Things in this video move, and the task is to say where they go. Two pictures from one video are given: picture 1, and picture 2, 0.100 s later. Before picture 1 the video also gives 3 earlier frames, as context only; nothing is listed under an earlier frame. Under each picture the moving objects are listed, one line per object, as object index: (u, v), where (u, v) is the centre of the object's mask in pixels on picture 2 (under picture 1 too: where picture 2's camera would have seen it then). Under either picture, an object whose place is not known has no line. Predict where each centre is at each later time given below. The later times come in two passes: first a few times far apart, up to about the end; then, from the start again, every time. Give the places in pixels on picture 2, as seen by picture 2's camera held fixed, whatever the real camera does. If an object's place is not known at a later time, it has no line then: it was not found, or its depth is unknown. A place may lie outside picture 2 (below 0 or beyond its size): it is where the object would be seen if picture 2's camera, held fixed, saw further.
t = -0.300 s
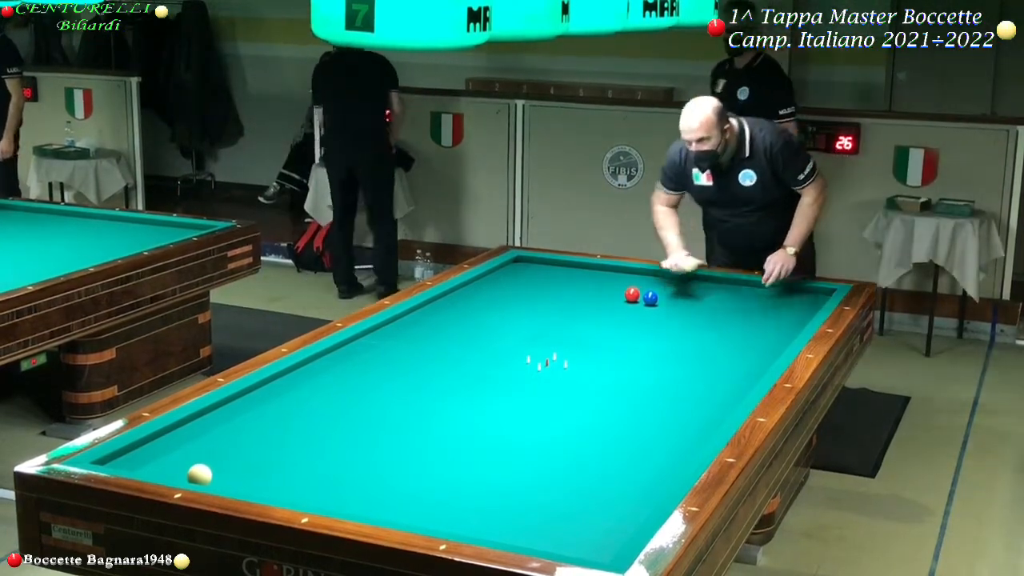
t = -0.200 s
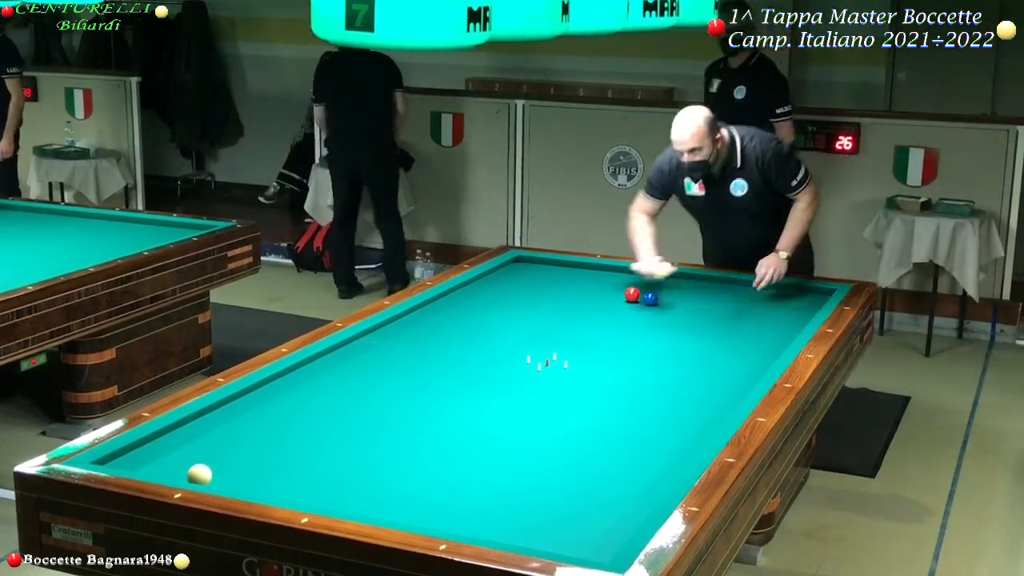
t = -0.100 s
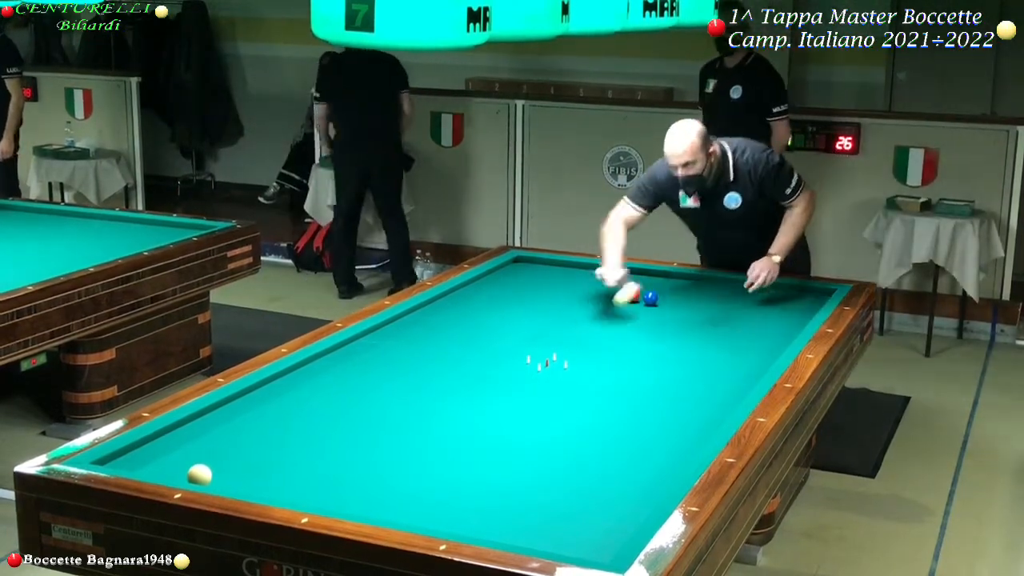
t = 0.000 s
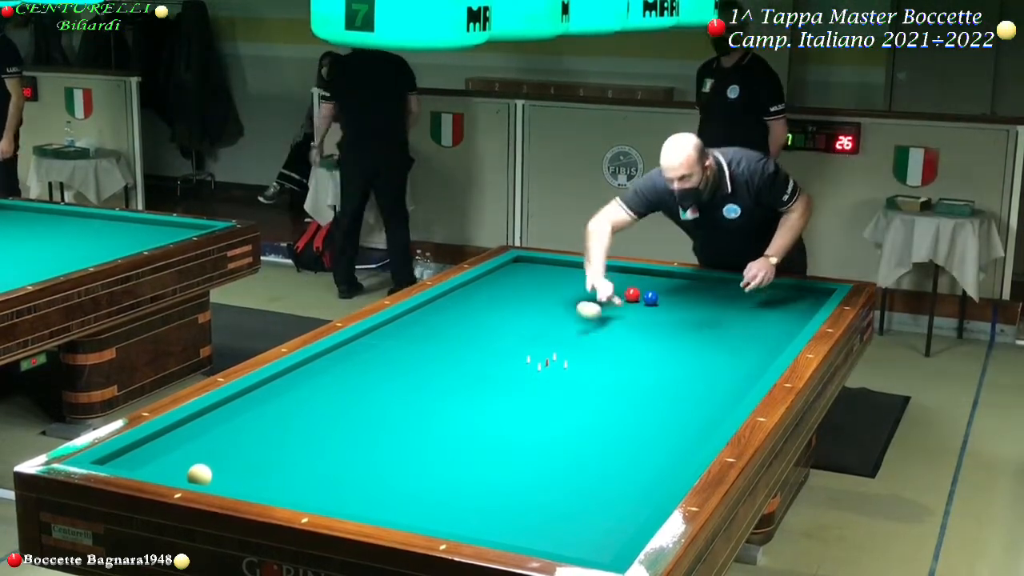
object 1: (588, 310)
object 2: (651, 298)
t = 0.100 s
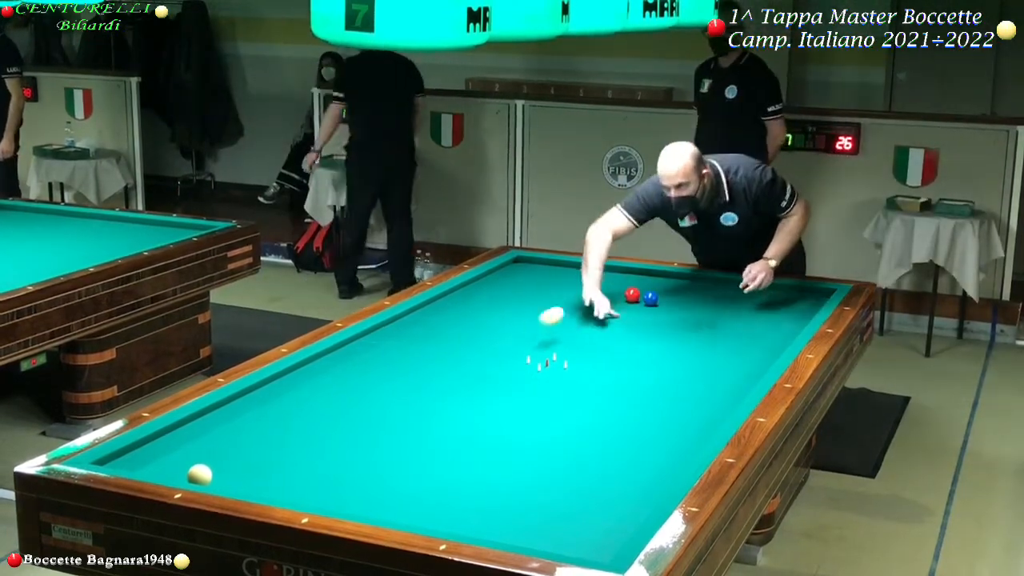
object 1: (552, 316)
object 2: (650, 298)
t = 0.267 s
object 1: (486, 342)
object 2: (651, 298)
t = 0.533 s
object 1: (372, 387)
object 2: (650, 298)
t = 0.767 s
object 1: (268, 423)
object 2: (650, 298)
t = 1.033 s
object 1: (133, 463)
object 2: (650, 298)
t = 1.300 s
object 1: (182, 429)
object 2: (650, 298)
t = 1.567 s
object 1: (244, 408)
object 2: (650, 298)
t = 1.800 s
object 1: (287, 392)
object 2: (650, 298)
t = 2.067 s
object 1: (331, 377)
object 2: (650, 298)
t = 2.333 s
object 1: (372, 362)
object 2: (650, 298)
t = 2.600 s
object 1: (409, 349)
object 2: (650, 298)
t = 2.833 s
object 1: (438, 339)
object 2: (650, 298)
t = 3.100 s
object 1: (469, 328)
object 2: (650, 298)
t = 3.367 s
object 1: (498, 318)
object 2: (650, 298)
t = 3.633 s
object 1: (525, 309)
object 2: (650, 298)
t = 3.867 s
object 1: (547, 301)
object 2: (650, 298)
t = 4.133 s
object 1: (570, 293)
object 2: (650, 298)
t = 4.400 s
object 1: (592, 285)
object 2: (650, 298)
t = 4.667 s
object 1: (613, 278)
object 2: (650, 298)
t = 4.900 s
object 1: (629, 273)
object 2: (650, 298)
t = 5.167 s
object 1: (638, 274)
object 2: (650, 298)
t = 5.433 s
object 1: (642, 278)
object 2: (650, 298)
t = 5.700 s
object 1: (646, 283)
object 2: (650, 299)
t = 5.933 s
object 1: (650, 286)
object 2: (650, 298)
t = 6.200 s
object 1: (655, 290)
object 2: (650, 299)
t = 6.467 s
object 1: (661, 296)
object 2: (648, 300)
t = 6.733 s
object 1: (667, 298)
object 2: (646, 302)
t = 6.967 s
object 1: (673, 300)
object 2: (643, 304)
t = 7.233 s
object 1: (680, 302)
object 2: (640, 306)
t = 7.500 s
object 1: (686, 304)
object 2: (637, 308)
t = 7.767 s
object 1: (692, 306)
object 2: (634, 310)
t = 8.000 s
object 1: (697, 307)
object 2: (632, 311)
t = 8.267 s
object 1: (702, 309)
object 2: (630, 313)
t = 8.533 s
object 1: (707, 311)
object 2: (628, 314)
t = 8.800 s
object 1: (711, 312)
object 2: (626, 316)
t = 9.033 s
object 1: (714, 313)
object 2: (624, 317)
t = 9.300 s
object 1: (718, 313)
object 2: (622, 318)
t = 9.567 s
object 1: (721, 314)
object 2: (621, 319)
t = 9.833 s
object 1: (723, 315)
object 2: (620, 319)
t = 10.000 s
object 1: (725, 315)
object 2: (619, 319)
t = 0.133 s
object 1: (538, 324)
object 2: (651, 298)
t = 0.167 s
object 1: (525, 336)
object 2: (650, 298)
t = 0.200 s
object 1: (512, 342)
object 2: (650, 298)
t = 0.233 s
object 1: (498, 341)
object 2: (651, 298)
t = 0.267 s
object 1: (486, 342)
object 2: (651, 298)
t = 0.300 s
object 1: (472, 348)
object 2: (651, 298)
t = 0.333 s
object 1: (458, 357)
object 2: (651, 298)
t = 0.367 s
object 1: (445, 365)
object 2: (651, 298)
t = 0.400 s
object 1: (430, 366)
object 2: (650, 298)
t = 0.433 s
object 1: (416, 370)
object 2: (650, 298)
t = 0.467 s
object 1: (402, 377)
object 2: (650, 298)
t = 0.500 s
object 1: (387, 383)
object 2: (651, 298)
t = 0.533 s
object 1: (372, 387)
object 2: (650, 298)
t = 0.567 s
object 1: (358, 393)
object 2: (650, 298)
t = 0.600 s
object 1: (343, 398)
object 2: (650, 298)
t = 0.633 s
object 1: (328, 403)
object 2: (650, 298)
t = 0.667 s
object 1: (314, 407)
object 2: (650, 298)
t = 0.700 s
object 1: (299, 412)
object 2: (650, 298)
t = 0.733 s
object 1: (283, 418)
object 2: (650, 298)
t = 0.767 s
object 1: (268, 423)
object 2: (650, 298)
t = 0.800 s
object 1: (252, 428)
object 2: (650, 298)
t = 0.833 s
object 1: (235, 433)
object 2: (650, 298)
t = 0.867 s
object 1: (221, 437)
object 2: (650, 298)
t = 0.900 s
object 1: (203, 443)
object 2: (650, 298)
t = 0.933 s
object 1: (186, 448)
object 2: (650, 298)
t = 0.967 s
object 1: (169, 454)
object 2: (650, 298)
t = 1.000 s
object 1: (150, 460)
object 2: (650, 298)
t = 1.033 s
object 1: (133, 463)
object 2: (650, 298)
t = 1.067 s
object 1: (129, 462)
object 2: (650, 298)
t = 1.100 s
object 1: (136, 458)
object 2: (650, 298)
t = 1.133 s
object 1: (142, 452)
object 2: (650, 298)
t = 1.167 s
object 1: (149, 447)
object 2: (650, 298)
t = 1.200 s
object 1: (155, 441)
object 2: (650, 298)
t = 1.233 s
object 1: (162, 436)
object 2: (650, 298)
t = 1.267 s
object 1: (171, 432)
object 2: (650, 298)
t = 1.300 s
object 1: (182, 429)
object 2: (650, 298)
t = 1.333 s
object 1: (191, 426)
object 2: (650, 298)
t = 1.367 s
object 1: (200, 423)
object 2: (650, 298)
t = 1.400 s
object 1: (210, 420)
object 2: (650, 298)
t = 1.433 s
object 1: (217, 417)
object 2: (650, 298)
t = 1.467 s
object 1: (224, 415)
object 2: (650, 298)
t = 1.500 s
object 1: (231, 412)
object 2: (650, 298)
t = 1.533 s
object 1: (238, 410)
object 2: (650, 298)
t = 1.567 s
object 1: (244, 408)
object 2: (650, 298)
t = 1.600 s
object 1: (251, 405)
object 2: (650, 298)
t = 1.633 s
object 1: (257, 403)
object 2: (650, 298)
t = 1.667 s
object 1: (263, 401)
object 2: (650, 298)
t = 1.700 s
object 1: (269, 399)
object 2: (650, 298)
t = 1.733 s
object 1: (275, 397)
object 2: (650, 298)
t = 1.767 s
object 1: (281, 395)
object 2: (650, 298)
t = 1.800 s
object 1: (287, 392)
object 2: (650, 298)
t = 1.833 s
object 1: (293, 390)
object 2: (650, 298)
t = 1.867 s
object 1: (299, 388)
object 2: (650, 298)
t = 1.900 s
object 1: (304, 386)
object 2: (650, 298)
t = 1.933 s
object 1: (310, 384)
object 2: (650, 298)
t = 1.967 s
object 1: (315, 382)
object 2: (650, 298)
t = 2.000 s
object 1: (321, 380)
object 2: (650, 298)
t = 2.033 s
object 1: (326, 378)
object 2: (650, 298)
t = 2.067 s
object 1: (331, 377)
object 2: (650, 298)
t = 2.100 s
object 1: (337, 375)
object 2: (650, 298)
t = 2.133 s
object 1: (342, 373)
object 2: (650, 298)
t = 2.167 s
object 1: (347, 371)
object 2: (650, 298)
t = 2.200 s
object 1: (352, 369)
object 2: (650, 298)
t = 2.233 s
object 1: (357, 367)
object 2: (650, 298)
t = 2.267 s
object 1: (362, 365)
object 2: (650, 298)
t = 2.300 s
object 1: (367, 364)
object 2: (650, 298)
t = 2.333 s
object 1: (372, 362)
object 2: (650, 298)
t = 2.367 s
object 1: (376, 360)
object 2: (650, 298)
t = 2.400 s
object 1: (381, 359)
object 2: (650, 298)
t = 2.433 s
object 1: (386, 357)
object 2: (650, 298)
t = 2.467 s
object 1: (391, 355)
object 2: (650, 298)
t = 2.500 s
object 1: (395, 354)
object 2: (650, 298)
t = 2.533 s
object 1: (400, 352)
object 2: (650, 298)
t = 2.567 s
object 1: (404, 351)
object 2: (650, 298)
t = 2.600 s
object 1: (409, 349)
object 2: (650, 298)
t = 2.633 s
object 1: (413, 348)
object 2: (650, 298)
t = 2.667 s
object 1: (417, 346)
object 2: (650, 298)
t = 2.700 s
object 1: (422, 344)
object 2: (650, 298)
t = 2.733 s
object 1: (426, 343)
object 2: (650, 298)
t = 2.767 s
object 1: (430, 342)
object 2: (650, 298)
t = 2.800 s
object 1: (434, 340)
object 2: (650, 298)
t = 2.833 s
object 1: (438, 339)
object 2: (650, 298)
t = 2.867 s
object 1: (442, 337)
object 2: (650, 298)
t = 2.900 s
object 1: (446, 336)
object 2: (650, 298)
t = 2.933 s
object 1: (450, 335)
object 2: (650, 298)
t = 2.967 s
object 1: (454, 333)
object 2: (650, 298)
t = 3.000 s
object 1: (458, 332)
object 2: (650, 298)
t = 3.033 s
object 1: (462, 330)
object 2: (650, 298)
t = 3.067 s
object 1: (465, 329)
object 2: (650, 298)
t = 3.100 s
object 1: (469, 328)
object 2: (650, 298)
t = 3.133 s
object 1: (473, 327)
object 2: (650, 298)
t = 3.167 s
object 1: (477, 325)
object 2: (650, 298)
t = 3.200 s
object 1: (480, 324)
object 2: (650, 298)
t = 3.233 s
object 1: (484, 323)
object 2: (650, 298)
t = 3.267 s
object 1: (488, 321)
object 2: (650, 298)
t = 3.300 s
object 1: (491, 320)
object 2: (650, 298)
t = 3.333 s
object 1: (495, 319)
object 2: (650, 298)
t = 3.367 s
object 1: (498, 318)
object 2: (650, 298)
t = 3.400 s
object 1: (502, 317)
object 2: (650, 298)
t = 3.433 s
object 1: (505, 315)
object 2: (650, 298)
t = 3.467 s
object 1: (509, 314)
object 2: (650, 298)
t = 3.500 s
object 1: (512, 313)
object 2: (650, 298)
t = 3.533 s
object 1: (516, 312)
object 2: (650, 298)
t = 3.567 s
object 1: (519, 311)
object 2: (650, 298)
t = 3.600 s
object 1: (522, 309)
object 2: (650, 298)
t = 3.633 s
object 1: (525, 309)
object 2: (650, 298)
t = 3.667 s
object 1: (529, 307)
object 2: (650, 298)
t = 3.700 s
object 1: (532, 306)
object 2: (650, 298)
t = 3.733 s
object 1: (535, 305)
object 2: (650, 298)
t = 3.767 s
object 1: (538, 304)
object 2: (650, 298)
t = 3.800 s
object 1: (541, 303)
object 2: (650, 298)
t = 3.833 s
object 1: (545, 302)
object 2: (650, 298)
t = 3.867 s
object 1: (547, 301)
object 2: (650, 298)
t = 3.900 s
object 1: (550, 300)
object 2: (650, 298)
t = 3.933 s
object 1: (553, 299)
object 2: (650, 298)
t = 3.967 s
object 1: (556, 298)
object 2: (650, 298)
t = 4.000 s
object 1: (559, 297)
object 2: (650, 298)
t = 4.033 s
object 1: (562, 296)
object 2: (650, 298)
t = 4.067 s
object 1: (565, 294)
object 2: (650, 298)
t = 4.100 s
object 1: (568, 294)
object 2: (650, 298)
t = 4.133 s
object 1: (570, 293)
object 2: (650, 298)
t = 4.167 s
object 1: (573, 292)
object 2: (650, 298)
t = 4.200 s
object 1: (576, 291)
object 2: (650, 298)
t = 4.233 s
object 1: (579, 290)
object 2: (650, 298)
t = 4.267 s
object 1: (581, 289)
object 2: (650, 298)
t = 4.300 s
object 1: (584, 288)
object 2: (650, 298)
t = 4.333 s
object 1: (587, 287)
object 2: (650, 298)
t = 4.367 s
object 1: (589, 286)
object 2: (650, 298)
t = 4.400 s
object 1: (592, 285)
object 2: (650, 298)
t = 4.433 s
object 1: (595, 284)
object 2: (650, 298)
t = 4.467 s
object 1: (597, 283)
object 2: (650, 298)
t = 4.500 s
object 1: (600, 283)
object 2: (650, 298)
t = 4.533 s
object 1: (603, 282)
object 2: (650, 298)
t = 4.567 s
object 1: (605, 281)
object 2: (650, 298)
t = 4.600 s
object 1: (608, 280)
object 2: (650, 298)
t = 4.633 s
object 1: (610, 279)
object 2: (650, 298)
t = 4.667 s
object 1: (613, 278)
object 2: (650, 298)
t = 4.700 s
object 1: (615, 277)
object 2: (650, 298)
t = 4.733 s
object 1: (618, 276)
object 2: (650, 298)
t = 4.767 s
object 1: (620, 276)
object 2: (650, 298)
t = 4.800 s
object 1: (623, 275)
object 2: (650, 298)
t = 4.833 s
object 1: (625, 274)
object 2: (650, 298)
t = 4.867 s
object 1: (627, 273)
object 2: (650, 298)
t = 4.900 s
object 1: (629, 273)
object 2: (650, 298)
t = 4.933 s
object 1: (632, 272)
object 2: (650, 298)
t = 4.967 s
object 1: (634, 271)
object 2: (650, 298)
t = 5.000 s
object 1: (637, 270)
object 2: (650, 298)
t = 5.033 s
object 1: (637, 270)
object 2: (650, 298)
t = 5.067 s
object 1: (637, 271)
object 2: (650, 298)
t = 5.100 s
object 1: (637, 272)
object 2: (650, 298)
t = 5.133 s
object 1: (638, 273)
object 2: (650, 298)
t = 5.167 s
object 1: (638, 274)
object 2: (650, 298)
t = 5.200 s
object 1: (638, 274)
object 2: (650, 298)
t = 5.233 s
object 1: (639, 275)
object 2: (650, 298)
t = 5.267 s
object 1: (640, 275)
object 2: (650, 298)
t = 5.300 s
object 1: (640, 276)
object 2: (650, 298)
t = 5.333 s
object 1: (641, 277)
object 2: (650, 298)
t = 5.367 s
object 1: (641, 277)
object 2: (650, 298)
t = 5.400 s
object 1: (642, 278)
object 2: (650, 298)
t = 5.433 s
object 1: (642, 278)
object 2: (650, 298)
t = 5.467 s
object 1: (643, 279)
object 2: (650, 298)
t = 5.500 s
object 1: (643, 280)
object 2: (650, 298)
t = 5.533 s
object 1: (644, 280)
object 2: (650, 298)
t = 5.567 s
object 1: (644, 281)
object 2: (650, 298)
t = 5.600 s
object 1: (645, 282)
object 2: (650, 298)
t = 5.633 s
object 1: (645, 282)
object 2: (650, 298)
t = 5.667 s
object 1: (646, 283)
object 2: (650, 298)
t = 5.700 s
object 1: (646, 283)
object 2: (650, 299)
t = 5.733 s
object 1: (647, 284)
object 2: (650, 299)
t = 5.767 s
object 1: (647, 284)
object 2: (650, 298)
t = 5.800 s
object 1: (647, 285)
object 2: (650, 298)
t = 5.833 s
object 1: (648, 285)
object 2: (650, 298)
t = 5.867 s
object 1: (649, 285)
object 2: (650, 299)
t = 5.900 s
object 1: (649, 286)
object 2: (650, 299)
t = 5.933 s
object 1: (650, 286)
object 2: (650, 298)
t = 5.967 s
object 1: (650, 287)
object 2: (650, 298)
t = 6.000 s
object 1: (651, 287)
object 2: (650, 299)
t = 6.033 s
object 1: (651, 287)
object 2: (650, 299)
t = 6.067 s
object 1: (652, 288)
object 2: (650, 299)
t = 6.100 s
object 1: (653, 288)
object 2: (650, 299)
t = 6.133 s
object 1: (653, 289)
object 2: (650, 298)
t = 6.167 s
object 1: (654, 289)
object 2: (650, 299)
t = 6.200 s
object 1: (655, 290)
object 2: (650, 299)
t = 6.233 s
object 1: (656, 291)
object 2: (650, 299)
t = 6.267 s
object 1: (657, 291)
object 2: (650, 299)
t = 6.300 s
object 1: (657, 292)
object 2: (650, 299)
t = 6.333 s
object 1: (658, 293)
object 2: (650, 299)
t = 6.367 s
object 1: (659, 294)
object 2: (650, 299)
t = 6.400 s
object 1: (660, 294)
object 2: (649, 299)
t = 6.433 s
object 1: (660, 295)
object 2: (649, 299)
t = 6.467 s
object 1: (661, 296)
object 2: (648, 300)
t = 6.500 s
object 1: (661, 296)
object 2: (648, 300)
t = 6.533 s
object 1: (662, 296)
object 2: (647, 300)
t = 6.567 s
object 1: (663, 297)
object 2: (647, 300)
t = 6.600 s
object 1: (664, 297)
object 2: (647, 301)
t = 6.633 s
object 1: (665, 297)
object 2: (646, 301)
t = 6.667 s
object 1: (666, 297)
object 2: (646, 301)
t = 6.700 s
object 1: (666, 298)
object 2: (646, 302)
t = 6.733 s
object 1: (667, 298)
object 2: (646, 302)
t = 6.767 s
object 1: (668, 298)
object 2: (645, 302)
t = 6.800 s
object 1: (669, 299)
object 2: (645, 303)
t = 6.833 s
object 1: (670, 299)
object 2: (644, 303)
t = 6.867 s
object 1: (671, 299)
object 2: (644, 304)
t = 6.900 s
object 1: (672, 300)
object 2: (643, 304)
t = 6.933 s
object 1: (672, 300)
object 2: (643, 304)
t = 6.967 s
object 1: (673, 300)
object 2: (643, 304)
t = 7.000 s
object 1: (674, 300)
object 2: (643, 304)
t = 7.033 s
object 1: (675, 301)
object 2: (642, 305)
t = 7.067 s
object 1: (676, 301)
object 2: (642, 305)
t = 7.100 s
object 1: (677, 301)
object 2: (641, 305)
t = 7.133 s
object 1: (677, 302)
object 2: (641, 306)
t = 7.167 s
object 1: (678, 302)
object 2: (641, 306)
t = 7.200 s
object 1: (679, 302)
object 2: (640, 306)
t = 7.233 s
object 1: (680, 302)
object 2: (640, 306)
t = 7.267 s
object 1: (681, 302)
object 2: (640, 306)
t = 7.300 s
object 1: (682, 303)
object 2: (639, 307)
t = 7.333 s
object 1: (682, 303)
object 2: (639, 307)
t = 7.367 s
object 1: (683, 303)
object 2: (639, 307)
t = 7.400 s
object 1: (684, 303)
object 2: (638, 307)
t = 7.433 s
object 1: (685, 304)
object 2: (638, 308)
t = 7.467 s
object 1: (686, 304)
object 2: (638, 308)
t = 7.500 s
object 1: (686, 304)
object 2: (637, 308)
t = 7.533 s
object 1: (687, 304)
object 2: (637, 308)
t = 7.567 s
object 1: (688, 304)
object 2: (636, 309)
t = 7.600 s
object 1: (689, 305)
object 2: (636, 309)
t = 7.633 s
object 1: (689, 305)
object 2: (636, 309)
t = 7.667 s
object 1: (690, 305)
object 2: (636, 309)
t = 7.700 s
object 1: (691, 305)
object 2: (635, 309)
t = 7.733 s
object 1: (692, 306)
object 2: (635, 310)
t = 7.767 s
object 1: (692, 306)
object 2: (634, 310)
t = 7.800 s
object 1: (693, 306)
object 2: (634, 310)
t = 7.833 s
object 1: (694, 306)
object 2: (634, 310)
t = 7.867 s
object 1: (694, 307)
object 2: (634, 310)
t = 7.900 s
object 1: (695, 307)
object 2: (633, 311)
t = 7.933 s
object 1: (696, 307)
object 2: (633, 311)
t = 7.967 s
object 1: (696, 307)
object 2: (633, 311)
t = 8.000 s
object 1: (697, 307)
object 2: (632, 311)
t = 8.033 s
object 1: (698, 308)
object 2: (632, 311)
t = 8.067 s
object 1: (698, 308)
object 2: (632, 311)
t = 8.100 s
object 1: (699, 308)
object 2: (631, 312)
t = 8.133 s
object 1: (700, 308)
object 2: (631, 313)
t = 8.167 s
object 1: (700, 308)
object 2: (631, 312)
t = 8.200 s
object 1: (701, 308)
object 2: (631, 312)
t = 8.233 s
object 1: (702, 309)
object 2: (630, 313)
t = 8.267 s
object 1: (702, 309)
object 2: (630, 313)
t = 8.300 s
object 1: (703, 309)
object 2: (630, 314)
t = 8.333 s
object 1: (703, 309)
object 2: (629, 313)
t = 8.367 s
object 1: (704, 310)
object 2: (629, 314)
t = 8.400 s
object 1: (705, 310)
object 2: (629, 314)
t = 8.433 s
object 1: (705, 310)
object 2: (629, 314)
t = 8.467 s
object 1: (706, 310)
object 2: (629, 314)
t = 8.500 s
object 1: (706, 310)
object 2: (628, 314)
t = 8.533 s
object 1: (707, 311)
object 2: (628, 314)
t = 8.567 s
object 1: (708, 311)
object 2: (628, 314)
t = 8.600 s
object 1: (708, 311)
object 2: (627, 315)
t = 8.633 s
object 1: (709, 311)
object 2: (627, 315)
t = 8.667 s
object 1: (709, 311)
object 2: (627, 315)
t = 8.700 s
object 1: (709, 311)
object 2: (627, 315)
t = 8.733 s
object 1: (710, 311)
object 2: (626, 316)
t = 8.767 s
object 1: (711, 312)
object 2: (626, 316)
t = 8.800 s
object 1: (711, 312)
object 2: (626, 316)
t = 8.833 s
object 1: (712, 312)
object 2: (626, 316)
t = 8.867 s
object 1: (712, 312)
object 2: (626, 316)
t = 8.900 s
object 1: (713, 312)
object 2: (625, 316)
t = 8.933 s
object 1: (713, 312)
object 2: (625, 316)
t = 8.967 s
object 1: (714, 312)
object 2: (624, 317)
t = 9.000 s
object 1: (714, 312)
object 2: (624, 317)
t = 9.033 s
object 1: (714, 313)
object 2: (624, 317)
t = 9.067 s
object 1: (715, 313)
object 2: (624, 317)
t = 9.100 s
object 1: (715, 313)
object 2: (623, 317)
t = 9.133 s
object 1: (716, 313)
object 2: (623, 317)
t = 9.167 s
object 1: (716, 313)
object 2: (623, 317)
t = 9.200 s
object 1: (717, 313)
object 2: (623, 318)
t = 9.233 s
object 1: (717, 314)
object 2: (622, 318)
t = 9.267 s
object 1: (718, 314)
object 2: (622, 318)
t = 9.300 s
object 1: (718, 313)
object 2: (622, 318)
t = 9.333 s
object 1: (718, 314)
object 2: (622, 318)
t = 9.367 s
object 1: (719, 314)
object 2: (622, 318)
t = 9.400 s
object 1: (719, 314)
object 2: (621, 318)
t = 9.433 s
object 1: (720, 314)
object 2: (621, 318)
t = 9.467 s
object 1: (720, 314)
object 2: (621, 318)
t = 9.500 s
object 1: (720, 314)
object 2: (621, 318)
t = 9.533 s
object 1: (721, 314)
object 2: (621, 318)
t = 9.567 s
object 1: (721, 314)
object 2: (621, 319)
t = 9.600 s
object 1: (721, 315)
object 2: (621, 319)
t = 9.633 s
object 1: (722, 315)
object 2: (620, 319)
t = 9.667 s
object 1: (722, 315)
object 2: (620, 319)
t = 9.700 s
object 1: (722, 315)
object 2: (620, 319)
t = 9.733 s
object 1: (723, 315)
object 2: (620, 319)
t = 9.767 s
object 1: (723, 315)
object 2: (620, 319)
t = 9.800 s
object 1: (723, 315)
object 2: (620, 319)
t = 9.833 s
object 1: (723, 315)
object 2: (620, 319)
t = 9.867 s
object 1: (724, 315)
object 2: (620, 319)
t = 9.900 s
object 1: (724, 315)
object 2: (620, 319)
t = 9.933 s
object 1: (724, 315)
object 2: (620, 319)
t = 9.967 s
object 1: (725, 315)
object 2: (620, 319)
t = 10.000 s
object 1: (725, 315)
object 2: (619, 319)
